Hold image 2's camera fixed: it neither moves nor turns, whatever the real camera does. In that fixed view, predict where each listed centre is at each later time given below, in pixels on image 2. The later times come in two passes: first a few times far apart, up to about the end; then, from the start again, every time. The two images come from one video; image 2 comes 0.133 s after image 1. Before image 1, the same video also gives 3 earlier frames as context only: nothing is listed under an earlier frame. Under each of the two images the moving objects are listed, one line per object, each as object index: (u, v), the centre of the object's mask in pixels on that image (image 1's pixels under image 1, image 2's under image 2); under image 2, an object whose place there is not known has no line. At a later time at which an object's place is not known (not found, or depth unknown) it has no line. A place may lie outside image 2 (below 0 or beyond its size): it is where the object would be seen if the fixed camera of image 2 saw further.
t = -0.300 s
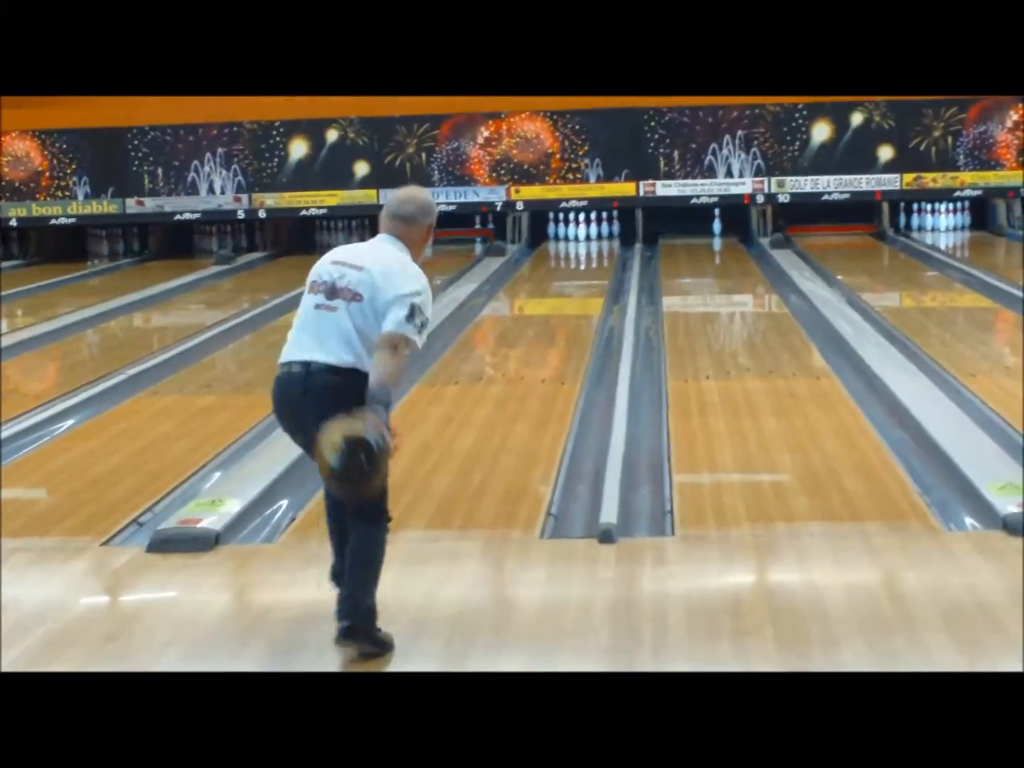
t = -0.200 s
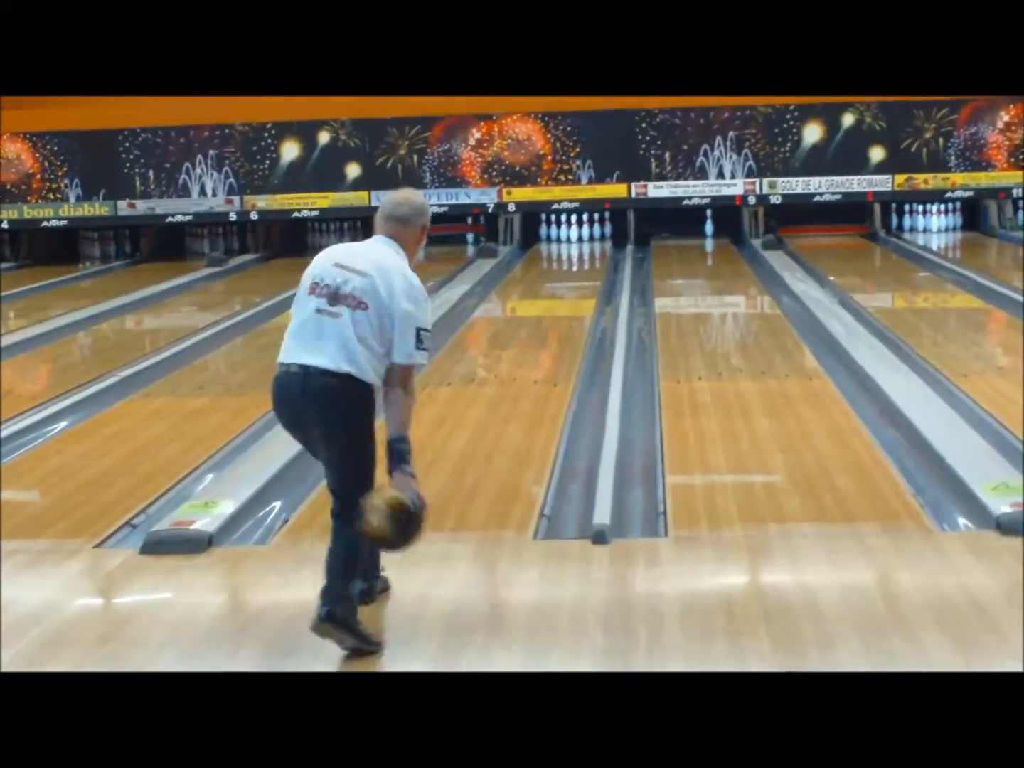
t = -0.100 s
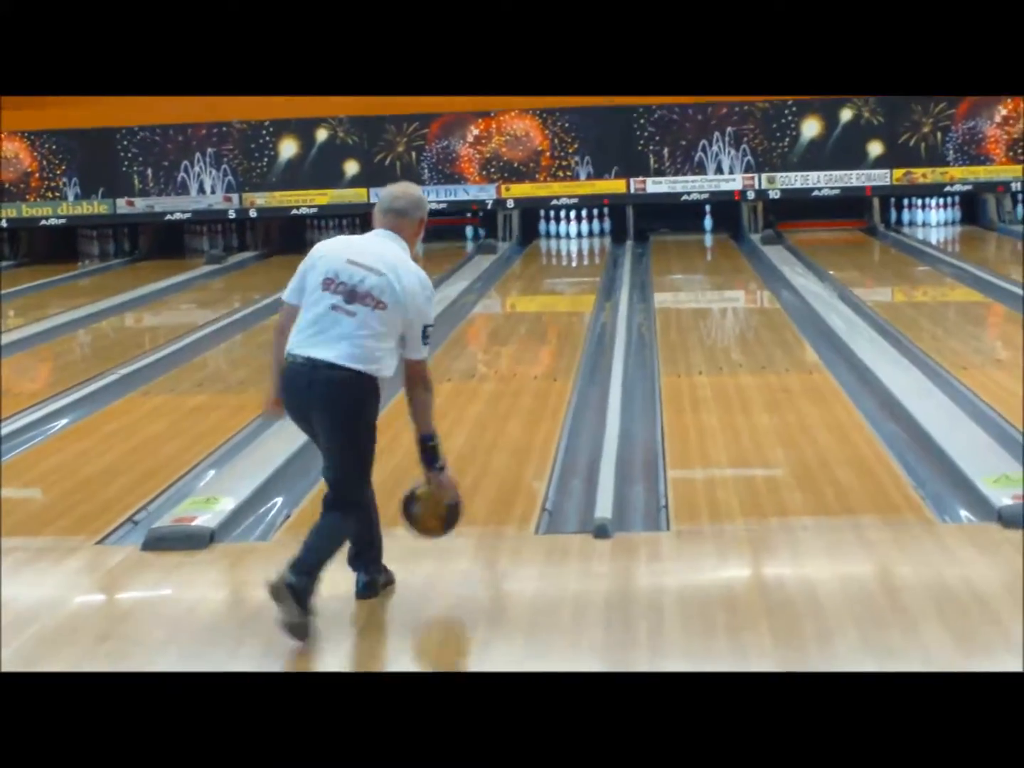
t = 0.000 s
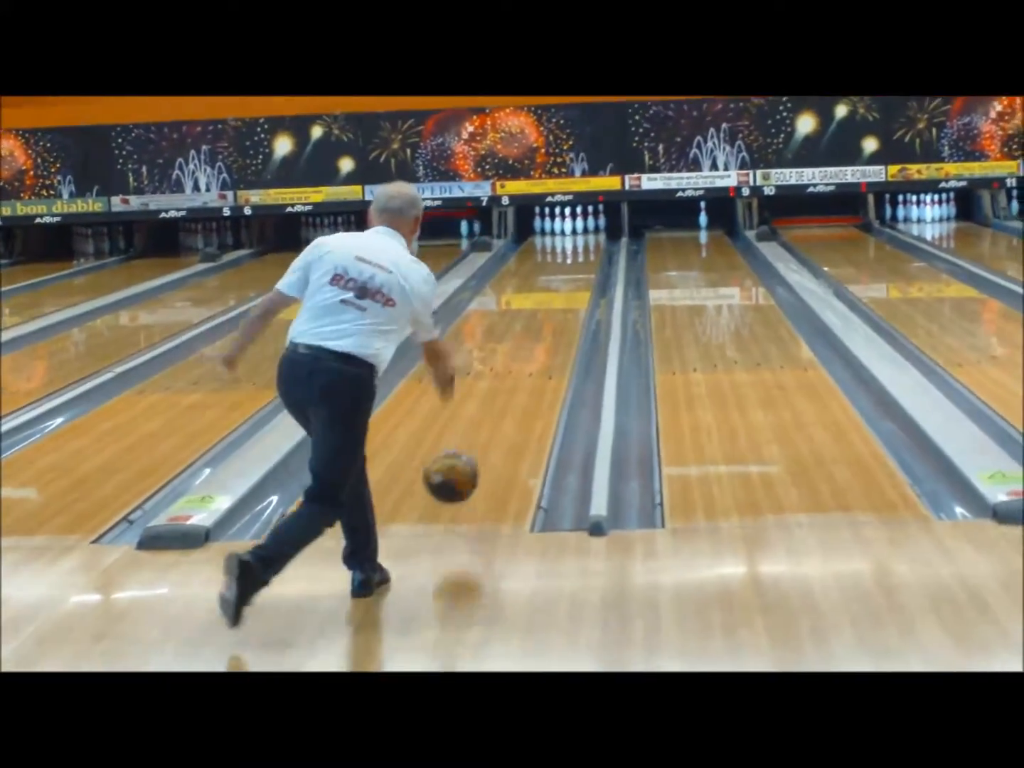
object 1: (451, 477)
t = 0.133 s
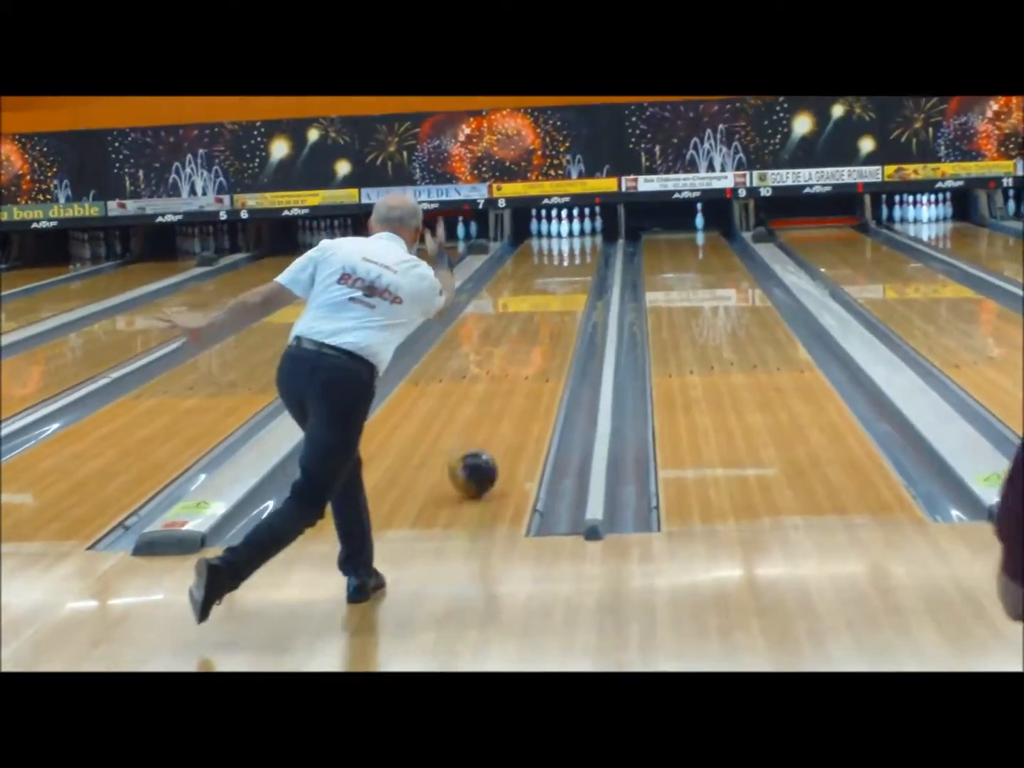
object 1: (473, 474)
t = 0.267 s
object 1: (492, 438)
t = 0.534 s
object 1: (521, 385)
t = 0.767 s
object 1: (539, 352)
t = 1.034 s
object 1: (556, 322)
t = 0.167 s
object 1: (479, 463)
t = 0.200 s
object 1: (484, 454)
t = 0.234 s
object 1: (487, 447)
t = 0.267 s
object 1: (492, 438)
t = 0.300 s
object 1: (497, 431)
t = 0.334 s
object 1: (502, 423)
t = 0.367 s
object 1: (505, 416)
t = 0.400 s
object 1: (508, 408)
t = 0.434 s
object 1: (512, 402)
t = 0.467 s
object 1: (515, 398)
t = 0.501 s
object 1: (519, 391)
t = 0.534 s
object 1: (521, 385)
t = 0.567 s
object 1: (524, 379)
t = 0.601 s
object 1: (527, 373)
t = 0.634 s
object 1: (529, 369)
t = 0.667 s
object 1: (530, 366)
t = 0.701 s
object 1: (534, 361)
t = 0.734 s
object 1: (537, 357)
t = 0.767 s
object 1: (539, 352)
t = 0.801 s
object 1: (540, 349)
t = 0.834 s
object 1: (542, 348)
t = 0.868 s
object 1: (545, 343)
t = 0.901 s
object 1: (548, 337)
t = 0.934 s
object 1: (551, 333)
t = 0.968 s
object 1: (552, 329)
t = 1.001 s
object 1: (553, 325)
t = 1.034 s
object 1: (556, 322)
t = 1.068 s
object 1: (558, 319)
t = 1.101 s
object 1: (559, 316)
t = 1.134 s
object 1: (562, 312)
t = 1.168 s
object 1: (563, 310)
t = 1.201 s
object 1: (565, 308)
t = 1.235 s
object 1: (567, 306)
